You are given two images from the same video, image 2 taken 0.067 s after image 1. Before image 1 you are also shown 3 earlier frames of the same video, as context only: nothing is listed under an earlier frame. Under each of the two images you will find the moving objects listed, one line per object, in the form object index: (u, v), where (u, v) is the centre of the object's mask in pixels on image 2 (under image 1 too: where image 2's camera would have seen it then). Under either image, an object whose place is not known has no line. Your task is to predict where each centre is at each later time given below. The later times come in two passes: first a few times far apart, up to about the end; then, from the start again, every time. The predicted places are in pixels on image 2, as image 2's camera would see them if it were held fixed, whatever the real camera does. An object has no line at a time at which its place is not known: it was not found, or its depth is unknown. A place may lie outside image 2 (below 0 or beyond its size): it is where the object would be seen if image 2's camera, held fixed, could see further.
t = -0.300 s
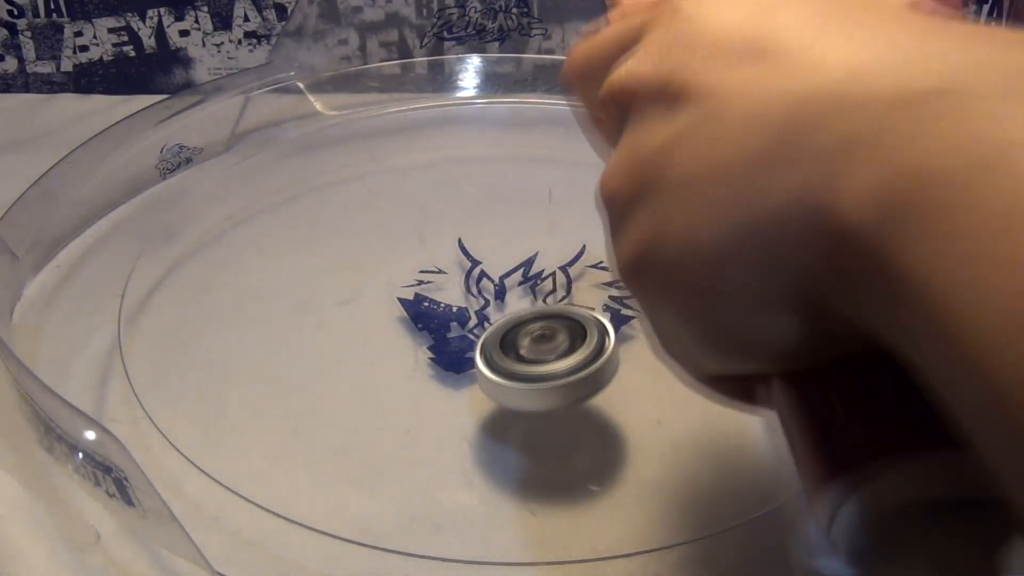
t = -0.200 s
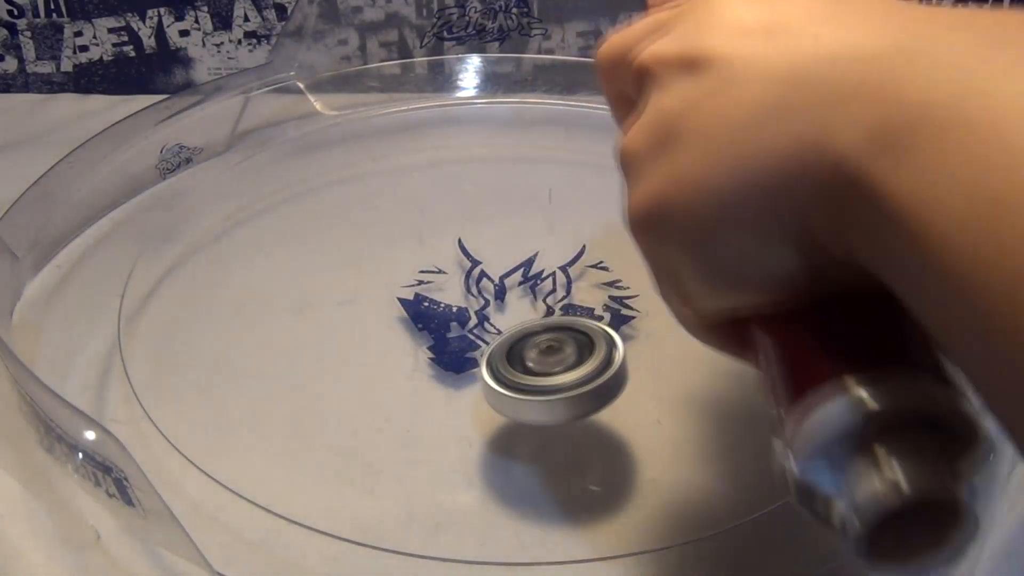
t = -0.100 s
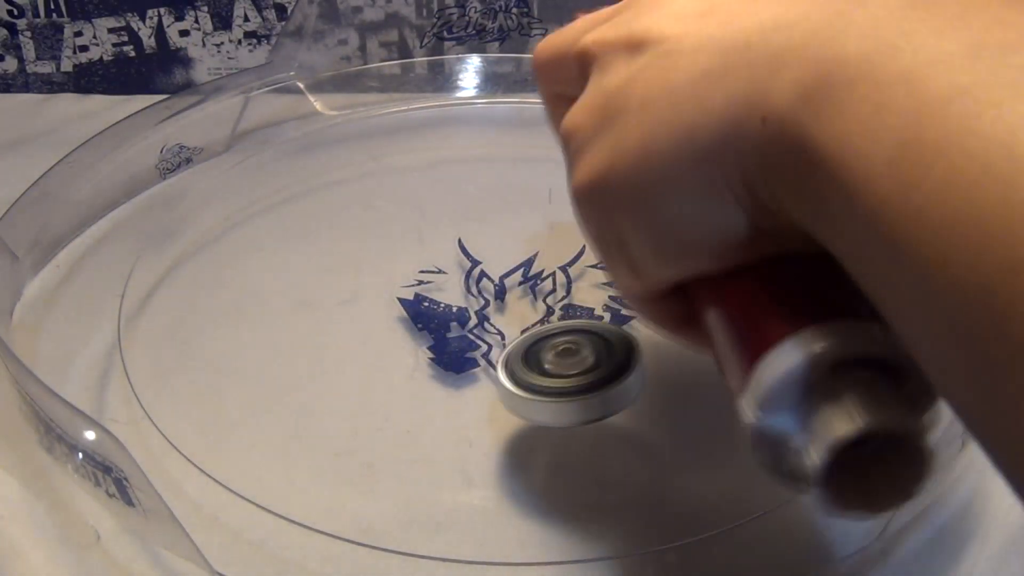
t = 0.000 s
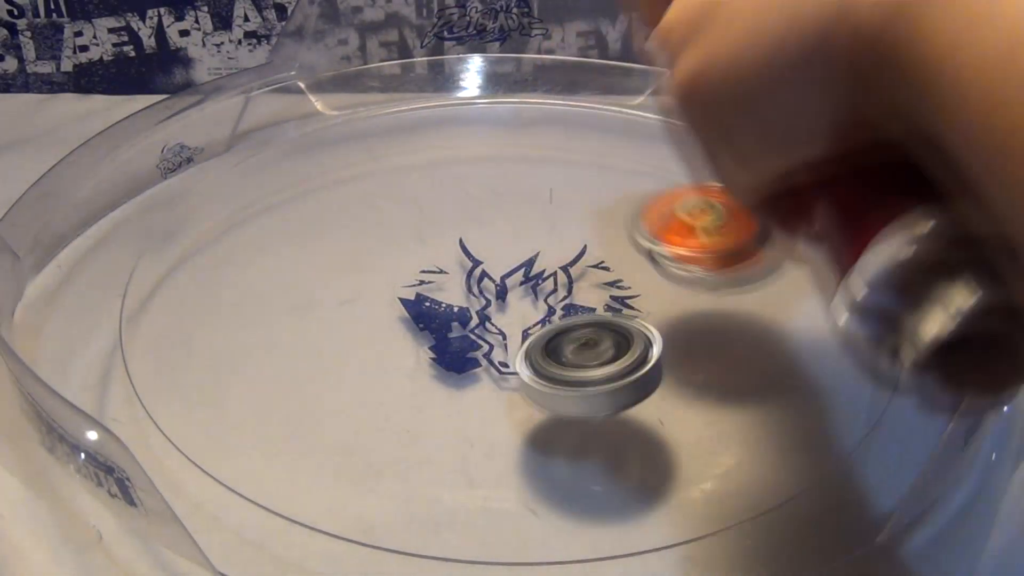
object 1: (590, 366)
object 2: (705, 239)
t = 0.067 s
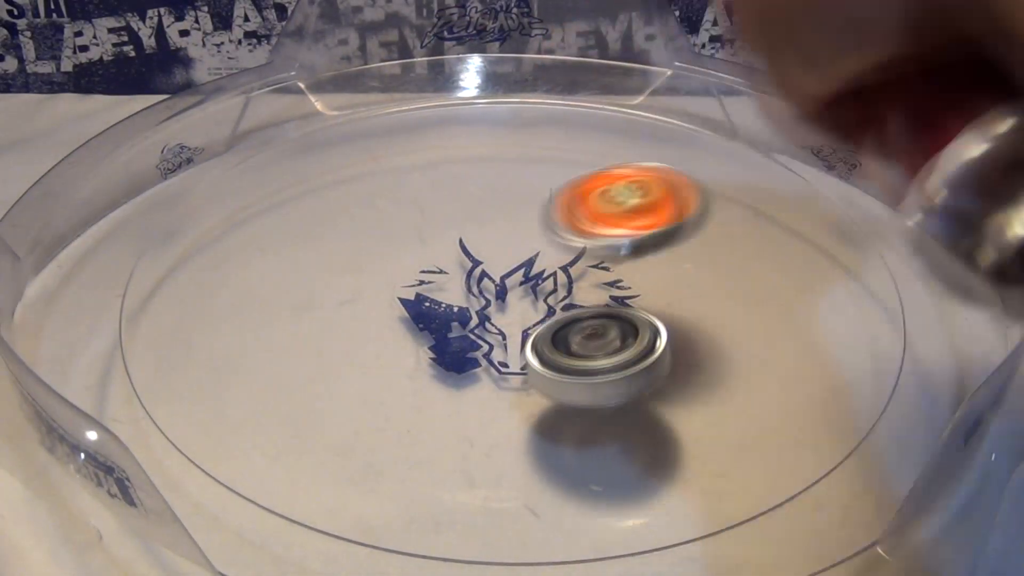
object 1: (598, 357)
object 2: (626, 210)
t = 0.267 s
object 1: (590, 398)
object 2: (365, 132)
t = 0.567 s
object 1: (568, 347)
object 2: (294, 189)
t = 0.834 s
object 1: (630, 333)
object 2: (171, 247)
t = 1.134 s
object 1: (649, 282)
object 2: (266, 298)
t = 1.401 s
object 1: (412, 246)
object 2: (485, 319)
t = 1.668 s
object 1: (338, 316)
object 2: (493, 244)
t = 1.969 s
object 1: (496, 367)
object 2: (401, 212)
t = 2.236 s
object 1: (522, 274)
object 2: (368, 270)
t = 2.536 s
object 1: (467, 227)
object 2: (501, 310)
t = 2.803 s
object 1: (299, 74)
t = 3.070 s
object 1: (269, 169)
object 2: (540, 329)
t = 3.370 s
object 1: (479, 320)
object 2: (485, 226)
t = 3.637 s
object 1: (672, 356)
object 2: (504, 176)
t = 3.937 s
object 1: (653, 197)
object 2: (444, 277)
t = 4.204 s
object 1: (495, 179)
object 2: (543, 327)
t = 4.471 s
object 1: (476, 273)
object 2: (626, 283)
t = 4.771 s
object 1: (506, 343)
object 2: (687, 227)
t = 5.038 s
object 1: (671, 313)
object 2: (544, 222)
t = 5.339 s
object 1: (625, 225)
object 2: (480, 308)
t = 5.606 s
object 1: (462, 274)
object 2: (578, 350)
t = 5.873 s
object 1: (496, 380)
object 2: (627, 302)
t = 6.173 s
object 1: (668, 336)
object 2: (512, 293)
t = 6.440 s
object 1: (567, 267)
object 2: (471, 346)
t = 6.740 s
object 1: (382, 311)
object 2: (544, 344)
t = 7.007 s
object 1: (460, 393)
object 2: (486, 290)
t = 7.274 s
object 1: (581, 333)
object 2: (404, 314)
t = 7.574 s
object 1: (537, 205)
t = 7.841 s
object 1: (423, 219)
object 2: (512, 336)
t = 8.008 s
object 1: (354, 257)
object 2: (513, 312)
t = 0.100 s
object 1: (597, 351)
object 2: (582, 236)
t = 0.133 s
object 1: (599, 353)
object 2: (528, 240)
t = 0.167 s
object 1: (601, 373)
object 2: (481, 202)
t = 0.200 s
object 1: (598, 381)
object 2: (435, 181)
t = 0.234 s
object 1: (595, 393)
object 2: (398, 148)
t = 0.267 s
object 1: (590, 398)
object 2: (365, 132)
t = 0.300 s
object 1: (586, 399)
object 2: (340, 118)
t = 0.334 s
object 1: (583, 397)
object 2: (324, 114)
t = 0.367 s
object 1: (582, 393)
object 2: (312, 113)
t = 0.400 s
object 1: (582, 387)
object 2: (304, 120)
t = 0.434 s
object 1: (581, 379)
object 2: (300, 125)
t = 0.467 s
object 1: (581, 371)
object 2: (296, 137)
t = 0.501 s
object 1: (578, 362)
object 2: (295, 152)
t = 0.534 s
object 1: (574, 354)
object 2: (293, 169)
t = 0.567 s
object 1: (568, 347)
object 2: (294, 189)
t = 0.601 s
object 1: (558, 341)
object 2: (299, 208)
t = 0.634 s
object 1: (548, 336)
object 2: (307, 230)
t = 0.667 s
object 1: (533, 330)
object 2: (317, 250)
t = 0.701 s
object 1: (518, 326)
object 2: (331, 267)
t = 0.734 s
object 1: (502, 322)
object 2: (345, 284)
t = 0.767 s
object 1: (526, 323)
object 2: (303, 280)
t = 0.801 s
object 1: (584, 330)
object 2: (231, 264)
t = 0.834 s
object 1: (630, 333)
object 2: (171, 247)
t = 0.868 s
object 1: (670, 333)
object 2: (127, 237)
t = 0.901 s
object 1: (698, 332)
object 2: (115, 228)
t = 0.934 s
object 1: (713, 329)
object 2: (114, 235)
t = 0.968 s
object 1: (720, 325)
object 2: (126, 239)
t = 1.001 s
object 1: (718, 317)
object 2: (146, 252)
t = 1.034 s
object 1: (710, 309)
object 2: (169, 265)
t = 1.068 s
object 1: (694, 300)
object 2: (198, 276)
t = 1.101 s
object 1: (672, 290)
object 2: (229, 287)
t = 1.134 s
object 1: (649, 282)
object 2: (266, 298)
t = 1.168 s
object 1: (621, 273)
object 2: (304, 307)
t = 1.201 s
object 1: (591, 263)
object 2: (337, 313)
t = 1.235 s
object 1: (559, 257)
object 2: (374, 320)
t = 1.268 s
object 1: (528, 251)
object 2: (408, 327)
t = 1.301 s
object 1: (497, 248)
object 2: (435, 329)
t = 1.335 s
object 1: (466, 244)
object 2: (456, 328)
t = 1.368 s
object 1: (438, 244)
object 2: (472, 325)
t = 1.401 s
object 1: (412, 246)
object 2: (485, 319)
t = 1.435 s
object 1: (391, 250)
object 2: (494, 311)
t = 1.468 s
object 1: (372, 255)
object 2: (501, 301)
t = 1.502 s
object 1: (357, 261)
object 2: (506, 291)
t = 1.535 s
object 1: (347, 270)
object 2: (507, 280)
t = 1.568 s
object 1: (340, 278)
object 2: (506, 270)
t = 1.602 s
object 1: (336, 290)
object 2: (503, 261)
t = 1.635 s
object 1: (335, 302)
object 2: (499, 252)
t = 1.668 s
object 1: (338, 316)
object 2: (493, 244)
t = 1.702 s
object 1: (345, 328)
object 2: (485, 237)
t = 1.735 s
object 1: (356, 342)
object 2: (477, 231)
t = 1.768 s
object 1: (370, 352)
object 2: (467, 225)
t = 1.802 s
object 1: (389, 363)
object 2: (456, 218)
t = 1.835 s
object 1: (410, 370)
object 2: (445, 215)
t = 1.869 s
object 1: (434, 373)
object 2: (434, 212)
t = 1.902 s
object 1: (455, 374)
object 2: (423, 211)
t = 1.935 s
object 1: (476, 372)
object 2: (412, 211)
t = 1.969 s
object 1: (496, 367)
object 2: (401, 212)
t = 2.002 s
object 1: (512, 361)
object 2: (390, 215)
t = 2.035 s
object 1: (525, 352)
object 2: (380, 219)
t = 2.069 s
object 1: (535, 341)
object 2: (372, 224)
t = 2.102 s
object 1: (540, 329)
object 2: (366, 232)
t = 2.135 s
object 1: (542, 316)
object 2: (362, 241)
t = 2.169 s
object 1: (538, 301)
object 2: (360, 250)
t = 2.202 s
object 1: (532, 289)
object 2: (361, 260)
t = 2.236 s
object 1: (522, 274)
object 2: (368, 270)
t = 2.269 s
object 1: (513, 263)
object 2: (379, 280)
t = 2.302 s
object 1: (508, 250)
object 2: (382, 290)
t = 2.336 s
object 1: (505, 241)
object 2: (389, 298)
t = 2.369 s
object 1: (500, 232)
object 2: (404, 305)
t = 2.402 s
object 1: (494, 227)
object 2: (421, 310)
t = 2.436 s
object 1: (488, 225)
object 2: (440, 313)
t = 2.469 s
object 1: (482, 225)
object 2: (461, 314)
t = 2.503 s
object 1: (475, 225)
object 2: (483, 313)
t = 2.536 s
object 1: (467, 227)
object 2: (501, 310)
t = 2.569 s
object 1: (459, 231)
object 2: (523, 304)
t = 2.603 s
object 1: (438, 212)
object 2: (580, 331)
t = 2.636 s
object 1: (404, 175)
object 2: (669, 386)
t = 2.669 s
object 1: (375, 141)
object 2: (761, 429)
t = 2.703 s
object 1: (348, 112)
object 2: (819, 426)
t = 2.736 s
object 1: (328, 89)
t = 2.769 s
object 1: (312, 80)
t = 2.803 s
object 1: (299, 74)
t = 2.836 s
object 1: (288, 75)
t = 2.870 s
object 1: (279, 79)
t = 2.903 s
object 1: (271, 87)
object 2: (666, 385)
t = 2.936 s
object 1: (264, 95)
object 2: (634, 388)
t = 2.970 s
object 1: (259, 106)
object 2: (605, 391)
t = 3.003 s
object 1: (257, 121)
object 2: (583, 366)
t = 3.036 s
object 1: (261, 146)
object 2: (560, 358)
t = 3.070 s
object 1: (269, 169)
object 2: (540, 329)
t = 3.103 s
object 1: (279, 193)
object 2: (523, 317)
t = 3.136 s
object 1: (294, 218)
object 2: (514, 286)
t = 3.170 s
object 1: (313, 242)
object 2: (504, 276)
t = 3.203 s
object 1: (335, 263)
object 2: (498, 257)
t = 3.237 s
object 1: (359, 282)
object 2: (492, 244)
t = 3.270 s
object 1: (388, 297)
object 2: (488, 234)
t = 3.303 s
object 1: (417, 307)
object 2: (486, 231)
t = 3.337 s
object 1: (448, 313)
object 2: (485, 229)
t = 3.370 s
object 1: (479, 320)
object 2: (485, 226)
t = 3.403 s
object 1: (508, 343)
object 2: (490, 202)
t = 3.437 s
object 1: (535, 359)
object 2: (495, 180)
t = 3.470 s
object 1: (564, 372)
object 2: (499, 164)
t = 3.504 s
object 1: (589, 378)
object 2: (504, 157)
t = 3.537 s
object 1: (613, 379)
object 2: (508, 155)
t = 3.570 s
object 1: (634, 375)
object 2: (509, 158)
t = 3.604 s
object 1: (652, 368)
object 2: (508, 168)
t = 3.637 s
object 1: (672, 356)
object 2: (504, 176)
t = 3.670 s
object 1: (687, 338)
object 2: (497, 187)
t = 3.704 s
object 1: (699, 317)
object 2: (488, 199)
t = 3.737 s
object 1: (703, 298)
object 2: (477, 210)
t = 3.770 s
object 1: (705, 275)
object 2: (467, 223)
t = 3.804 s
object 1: (703, 256)
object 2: (459, 233)
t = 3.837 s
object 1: (695, 237)
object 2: (452, 244)
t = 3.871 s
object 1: (683, 221)
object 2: (447, 255)
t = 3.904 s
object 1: (669, 207)
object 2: (445, 266)
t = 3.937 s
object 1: (653, 197)
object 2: (444, 277)
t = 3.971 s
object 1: (636, 186)
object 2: (447, 287)
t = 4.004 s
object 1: (615, 179)
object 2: (453, 297)
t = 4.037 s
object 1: (595, 173)
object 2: (462, 305)
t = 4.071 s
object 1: (573, 170)
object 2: (477, 314)
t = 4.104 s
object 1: (552, 169)
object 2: (491, 319)
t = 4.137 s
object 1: (532, 169)
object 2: (507, 324)
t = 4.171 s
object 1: (513, 172)
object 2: (525, 326)
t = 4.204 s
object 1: (495, 179)
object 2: (543, 327)
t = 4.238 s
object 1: (481, 187)
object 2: (558, 325)
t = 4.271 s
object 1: (470, 197)
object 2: (574, 322)
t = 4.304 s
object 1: (462, 207)
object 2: (586, 319)
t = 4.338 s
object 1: (456, 219)
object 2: (597, 314)
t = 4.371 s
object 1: (455, 231)
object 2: (608, 308)
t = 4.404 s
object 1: (457, 246)
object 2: (616, 301)
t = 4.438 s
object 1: (464, 260)
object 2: (622, 292)
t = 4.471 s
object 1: (476, 273)
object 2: (626, 283)
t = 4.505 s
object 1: (481, 284)
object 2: (642, 271)
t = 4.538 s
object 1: (466, 291)
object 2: (682, 263)
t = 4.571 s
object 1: (455, 300)
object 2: (708, 255)
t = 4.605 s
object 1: (451, 309)
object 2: (723, 249)
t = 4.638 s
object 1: (454, 317)
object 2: (728, 242)
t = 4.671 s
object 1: (463, 325)
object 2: (725, 237)
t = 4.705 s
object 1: (474, 331)
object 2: (717, 233)
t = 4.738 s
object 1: (488, 336)
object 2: (703, 230)
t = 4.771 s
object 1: (506, 343)
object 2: (687, 227)
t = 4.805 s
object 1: (528, 346)
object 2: (670, 223)
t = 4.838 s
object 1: (553, 346)
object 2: (652, 221)
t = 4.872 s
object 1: (578, 345)
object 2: (635, 216)
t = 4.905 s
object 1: (601, 342)
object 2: (616, 214)
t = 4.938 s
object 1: (622, 339)
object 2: (598, 213)
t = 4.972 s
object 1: (643, 331)
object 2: (579, 213)
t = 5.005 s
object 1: (659, 322)
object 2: (561, 217)
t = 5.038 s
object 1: (671, 313)
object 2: (544, 222)
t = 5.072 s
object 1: (682, 304)
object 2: (530, 229)
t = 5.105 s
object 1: (690, 291)
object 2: (517, 237)
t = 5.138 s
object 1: (692, 278)
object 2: (505, 246)
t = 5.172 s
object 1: (689, 268)
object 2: (495, 256)
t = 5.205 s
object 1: (684, 257)
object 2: (488, 266)
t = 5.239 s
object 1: (674, 246)
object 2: (481, 277)
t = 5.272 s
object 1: (659, 236)
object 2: (477, 287)
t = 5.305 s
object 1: (643, 231)
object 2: (477, 298)
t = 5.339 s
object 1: (625, 225)
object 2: (480, 308)
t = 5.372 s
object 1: (602, 223)
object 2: (485, 317)
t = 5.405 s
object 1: (579, 223)
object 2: (493, 327)
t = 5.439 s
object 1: (557, 226)
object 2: (503, 335)
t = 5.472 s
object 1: (535, 231)
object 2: (515, 341)
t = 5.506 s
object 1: (513, 238)
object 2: (529, 345)
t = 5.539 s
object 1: (494, 249)
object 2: (544, 348)
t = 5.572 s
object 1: (476, 262)
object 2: (559, 350)
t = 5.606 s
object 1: (462, 274)
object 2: (578, 350)
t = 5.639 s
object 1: (451, 287)
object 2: (594, 349)
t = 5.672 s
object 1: (443, 303)
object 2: (608, 346)
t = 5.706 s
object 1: (440, 318)
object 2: (618, 342)
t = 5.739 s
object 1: (442, 333)
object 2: (627, 335)
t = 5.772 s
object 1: (449, 347)
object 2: (629, 327)
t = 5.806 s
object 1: (459, 358)
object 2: (631, 318)
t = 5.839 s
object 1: (474, 370)
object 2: (630, 310)
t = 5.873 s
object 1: (496, 380)
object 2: (627, 302)
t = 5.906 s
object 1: (518, 385)
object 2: (621, 294)
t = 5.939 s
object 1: (542, 387)
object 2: (613, 288)
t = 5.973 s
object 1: (569, 389)
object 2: (601, 282)
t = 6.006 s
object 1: (595, 386)
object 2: (588, 280)
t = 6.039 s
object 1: (618, 378)
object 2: (574, 279)
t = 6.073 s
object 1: (636, 370)
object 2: (557, 281)
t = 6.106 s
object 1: (652, 361)
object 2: (540, 284)
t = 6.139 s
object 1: (664, 348)
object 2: (525, 288)
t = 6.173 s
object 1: (668, 336)
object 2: (512, 293)
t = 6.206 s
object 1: (668, 325)
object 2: (501, 298)
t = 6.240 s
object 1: (664, 312)
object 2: (488, 304)
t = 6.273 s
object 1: (656, 301)
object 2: (480, 311)
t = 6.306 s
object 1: (644, 292)
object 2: (474, 318)
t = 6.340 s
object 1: (630, 283)
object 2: (469, 324)
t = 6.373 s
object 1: (611, 276)
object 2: (467, 331)
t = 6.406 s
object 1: (590, 270)
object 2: (467, 338)
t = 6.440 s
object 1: (567, 267)
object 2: (471, 346)
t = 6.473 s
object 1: (543, 264)
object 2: (476, 351)
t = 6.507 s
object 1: (516, 265)
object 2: (485, 356)
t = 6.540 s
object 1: (494, 266)
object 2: (496, 359)
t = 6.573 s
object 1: (471, 270)
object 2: (508, 361)
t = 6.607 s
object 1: (447, 276)
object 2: (520, 360)
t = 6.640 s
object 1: (426, 283)
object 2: (530, 358)
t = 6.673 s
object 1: (409, 291)
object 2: (539, 354)
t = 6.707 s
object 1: (394, 300)
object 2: (544, 349)
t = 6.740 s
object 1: (382, 311)
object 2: (544, 344)
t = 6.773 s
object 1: (375, 322)
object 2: (544, 337)
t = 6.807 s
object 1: (372, 333)
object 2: (541, 328)
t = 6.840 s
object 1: (373, 345)
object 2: (537, 320)
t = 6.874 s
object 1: (381, 358)
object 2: (529, 311)
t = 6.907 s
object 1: (394, 370)
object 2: (521, 304)
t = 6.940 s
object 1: (411, 379)
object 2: (511, 298)
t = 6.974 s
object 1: (433, 387)
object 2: (499, 293)
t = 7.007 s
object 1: (460, 393)
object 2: (486, 290)
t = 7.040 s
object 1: (487, 394)
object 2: (472, 288)
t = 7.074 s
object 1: (511, 392)
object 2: (457, 289)
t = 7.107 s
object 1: (535, 388)
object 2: (444, 290)
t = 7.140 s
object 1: (556, 379)
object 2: (432, 293)
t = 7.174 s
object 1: (568, 369)
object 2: (420, 297)
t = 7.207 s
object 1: (579, 359)
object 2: (411, 302)
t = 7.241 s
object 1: (584, 345)
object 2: (406, 307)
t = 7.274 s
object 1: (581, 333)
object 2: (404, 314)
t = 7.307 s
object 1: (578, 322)
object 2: (406, 320)
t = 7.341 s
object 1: (570, 309)
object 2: (414, 328)
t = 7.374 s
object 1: (556, 297)
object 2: (424, 332)
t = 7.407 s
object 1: (546, 287)
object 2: (440, 337)
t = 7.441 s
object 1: (539, 271)
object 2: (437, 347)
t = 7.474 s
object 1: (543, 247)
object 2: (417, 364)
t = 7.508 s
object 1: (546, 229)
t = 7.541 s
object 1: (543, 215)
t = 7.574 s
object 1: (537, 205)
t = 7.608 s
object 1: (527, 196)
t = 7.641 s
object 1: (515, 192)
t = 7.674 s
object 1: (504, 192)
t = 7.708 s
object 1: (489, 194)
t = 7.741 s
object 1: (473, 198)
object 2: (496, 357)
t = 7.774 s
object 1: (456, 204)
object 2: (504, 351)
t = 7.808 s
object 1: (439, 211)
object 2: (510, 344)
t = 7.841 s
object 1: (423, 219)
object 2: (512, 336)
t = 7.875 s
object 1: (409, 228)
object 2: (512, 328)
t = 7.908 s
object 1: (395, 238)
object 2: (506, 321)
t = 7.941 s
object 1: (384, 248)
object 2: (499, 313)
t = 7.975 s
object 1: (373, 255)
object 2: (495, 309)
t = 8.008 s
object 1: (354, 257)
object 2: (513, 312)
